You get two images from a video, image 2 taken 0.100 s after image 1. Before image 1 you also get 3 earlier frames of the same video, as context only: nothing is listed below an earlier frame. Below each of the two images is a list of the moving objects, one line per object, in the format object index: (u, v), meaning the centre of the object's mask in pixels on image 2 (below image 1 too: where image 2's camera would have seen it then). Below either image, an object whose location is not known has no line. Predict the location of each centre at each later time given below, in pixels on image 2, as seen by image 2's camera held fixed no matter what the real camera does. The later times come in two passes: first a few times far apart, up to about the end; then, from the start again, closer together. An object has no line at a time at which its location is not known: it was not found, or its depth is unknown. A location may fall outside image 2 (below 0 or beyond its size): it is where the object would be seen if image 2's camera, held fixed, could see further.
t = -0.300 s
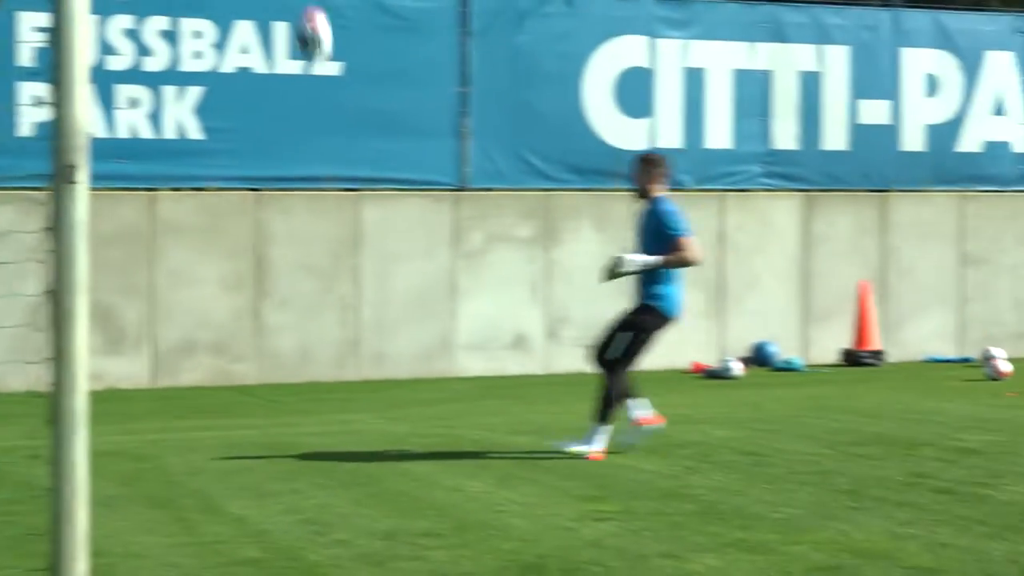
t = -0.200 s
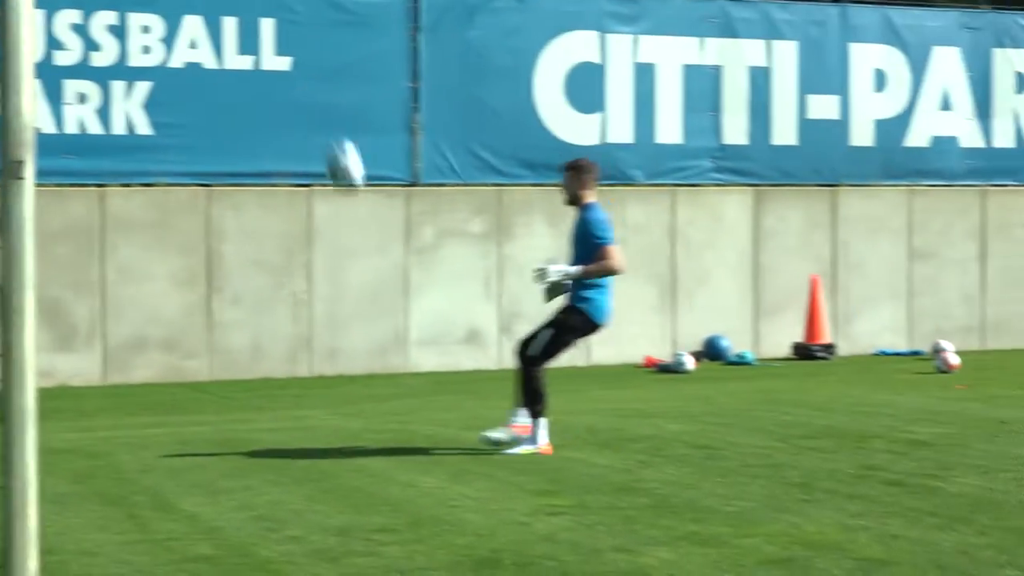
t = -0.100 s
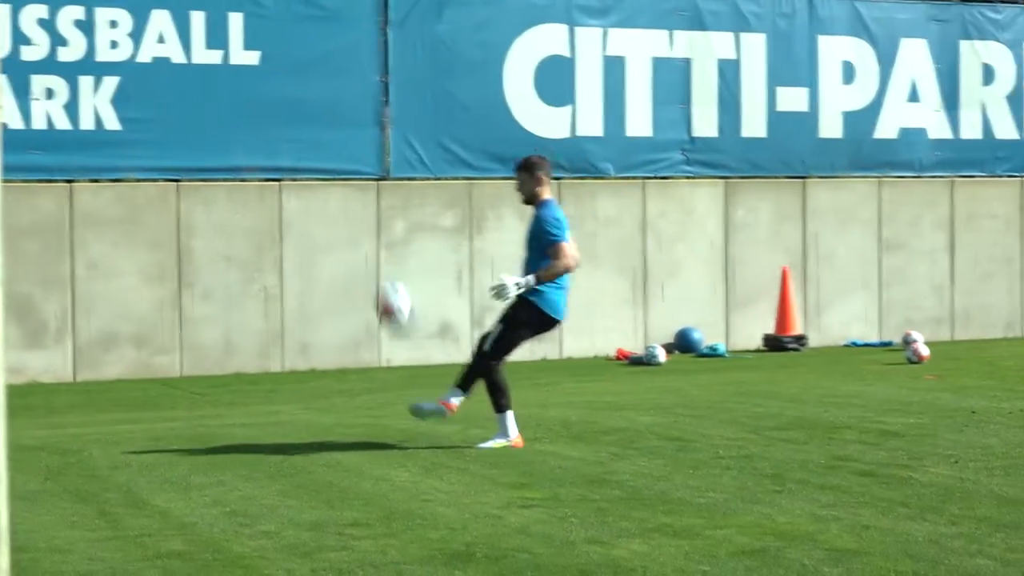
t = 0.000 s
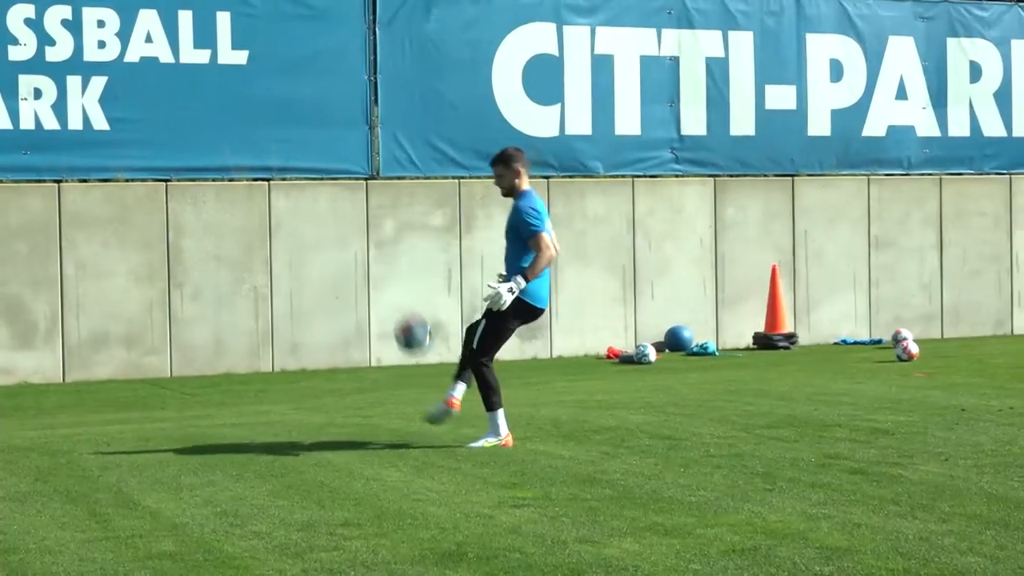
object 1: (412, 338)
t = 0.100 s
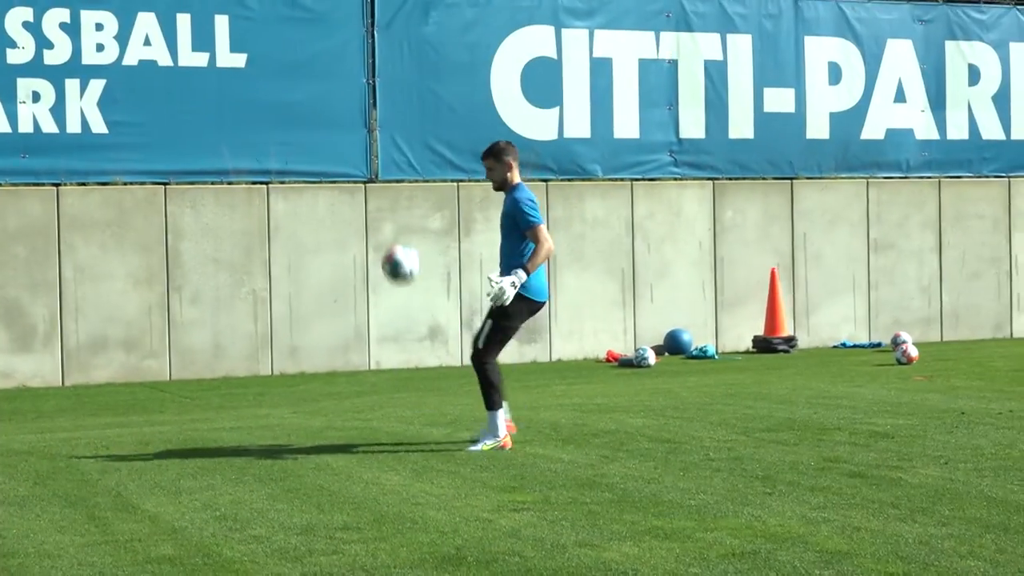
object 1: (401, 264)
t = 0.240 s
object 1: (385, 185)
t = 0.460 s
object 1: (361, 127)
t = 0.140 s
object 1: (396, 239)
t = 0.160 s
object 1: (393, 227)
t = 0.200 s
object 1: (389, 205)
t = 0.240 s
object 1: (385, 185)
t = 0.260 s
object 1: (383, 177)
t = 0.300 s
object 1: (378, 162)
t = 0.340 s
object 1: (374, 149)
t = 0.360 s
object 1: (371, 144)
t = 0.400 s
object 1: (367, 135)
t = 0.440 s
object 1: (363, 129)
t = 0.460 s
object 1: (361, 127)
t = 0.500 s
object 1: (358, 125)
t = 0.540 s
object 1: (354, 126)
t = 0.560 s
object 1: (353, 127)
